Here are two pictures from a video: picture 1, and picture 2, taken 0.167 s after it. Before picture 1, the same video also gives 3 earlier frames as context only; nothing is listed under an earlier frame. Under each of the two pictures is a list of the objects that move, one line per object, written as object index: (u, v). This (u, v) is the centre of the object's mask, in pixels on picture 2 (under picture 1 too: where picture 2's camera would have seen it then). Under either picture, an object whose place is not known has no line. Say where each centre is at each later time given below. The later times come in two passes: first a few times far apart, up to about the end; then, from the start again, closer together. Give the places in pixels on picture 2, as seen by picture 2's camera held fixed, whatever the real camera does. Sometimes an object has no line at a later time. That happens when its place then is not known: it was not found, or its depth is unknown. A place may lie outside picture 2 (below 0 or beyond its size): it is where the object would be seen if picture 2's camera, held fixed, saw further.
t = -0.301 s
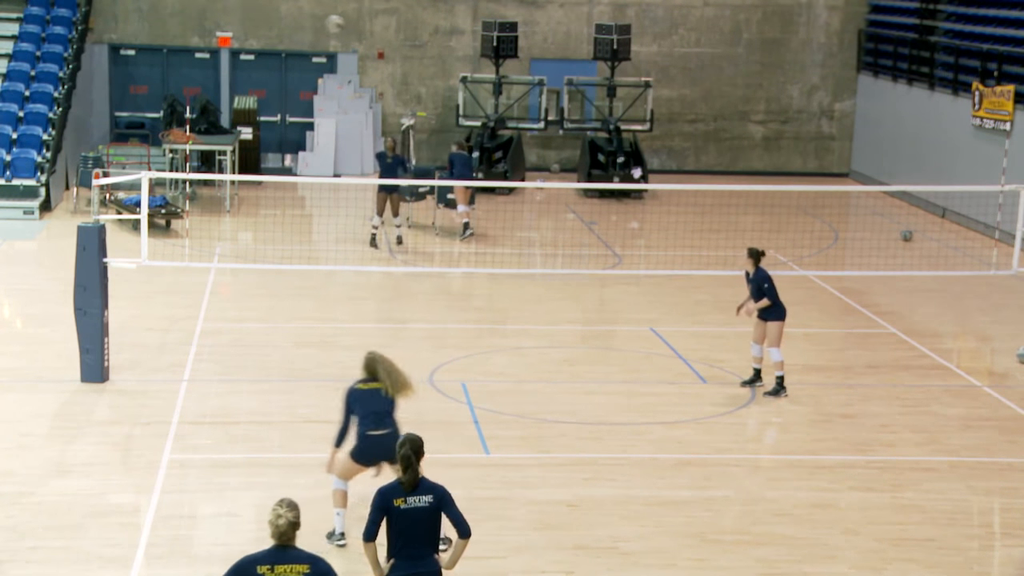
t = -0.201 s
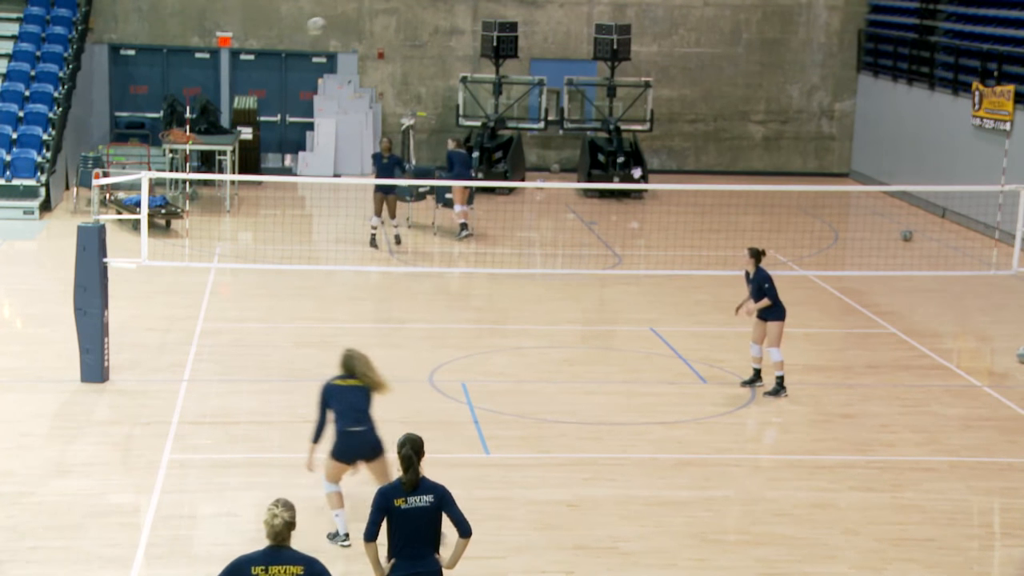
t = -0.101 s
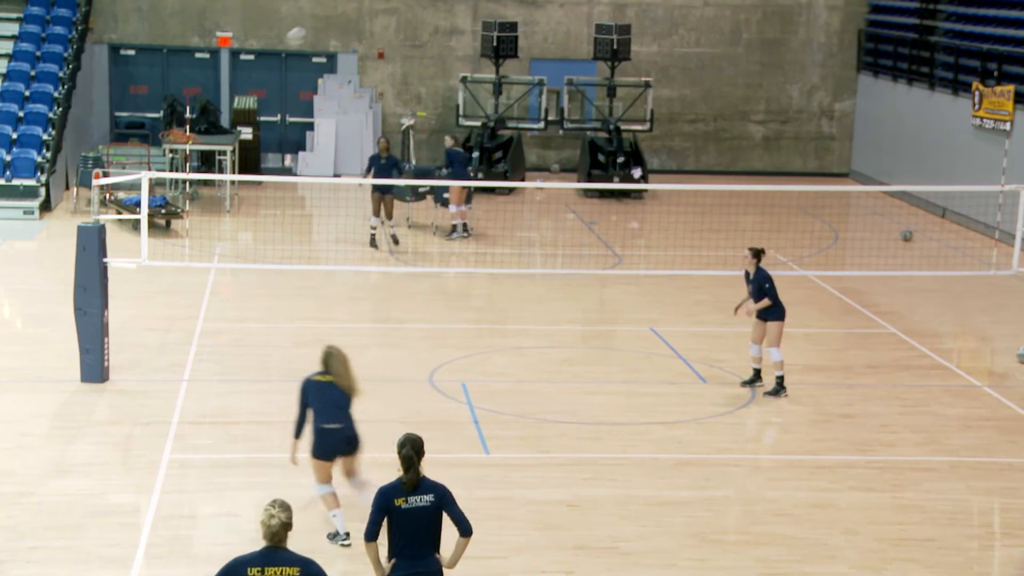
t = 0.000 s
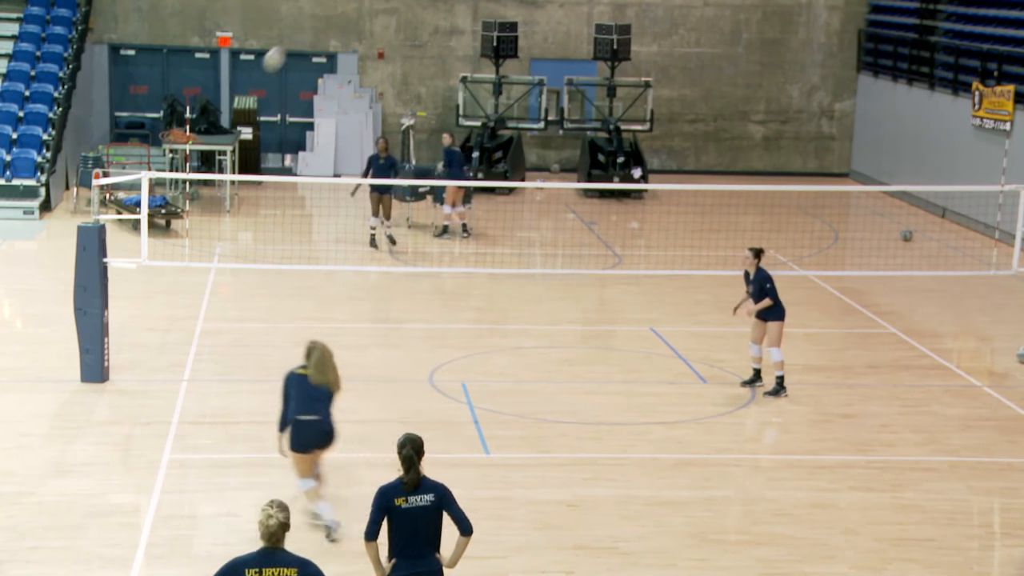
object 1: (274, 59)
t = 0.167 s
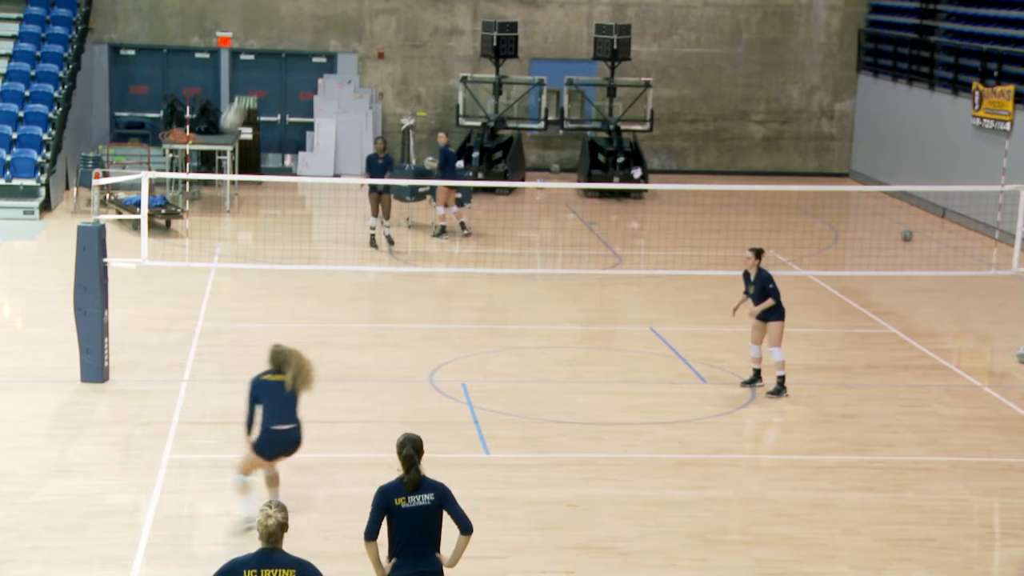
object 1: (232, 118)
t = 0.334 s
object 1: (185, 219)
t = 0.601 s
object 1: (85, 479)
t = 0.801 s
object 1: (23, 489)
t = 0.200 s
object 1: (225, 131)
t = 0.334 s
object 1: (185, 219)
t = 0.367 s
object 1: (172, 249)
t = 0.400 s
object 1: (164, 274)
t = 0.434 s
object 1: (152, 301)
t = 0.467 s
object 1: (141, 333)
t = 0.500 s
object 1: (130, 362)
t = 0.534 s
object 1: (117, 397)
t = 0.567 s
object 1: (101, 437)
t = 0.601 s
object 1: (85, 479)
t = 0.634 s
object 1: (69, 525)
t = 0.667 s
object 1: (55, 553)
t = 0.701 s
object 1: (46, 537)
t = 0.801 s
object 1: (23, 489)
